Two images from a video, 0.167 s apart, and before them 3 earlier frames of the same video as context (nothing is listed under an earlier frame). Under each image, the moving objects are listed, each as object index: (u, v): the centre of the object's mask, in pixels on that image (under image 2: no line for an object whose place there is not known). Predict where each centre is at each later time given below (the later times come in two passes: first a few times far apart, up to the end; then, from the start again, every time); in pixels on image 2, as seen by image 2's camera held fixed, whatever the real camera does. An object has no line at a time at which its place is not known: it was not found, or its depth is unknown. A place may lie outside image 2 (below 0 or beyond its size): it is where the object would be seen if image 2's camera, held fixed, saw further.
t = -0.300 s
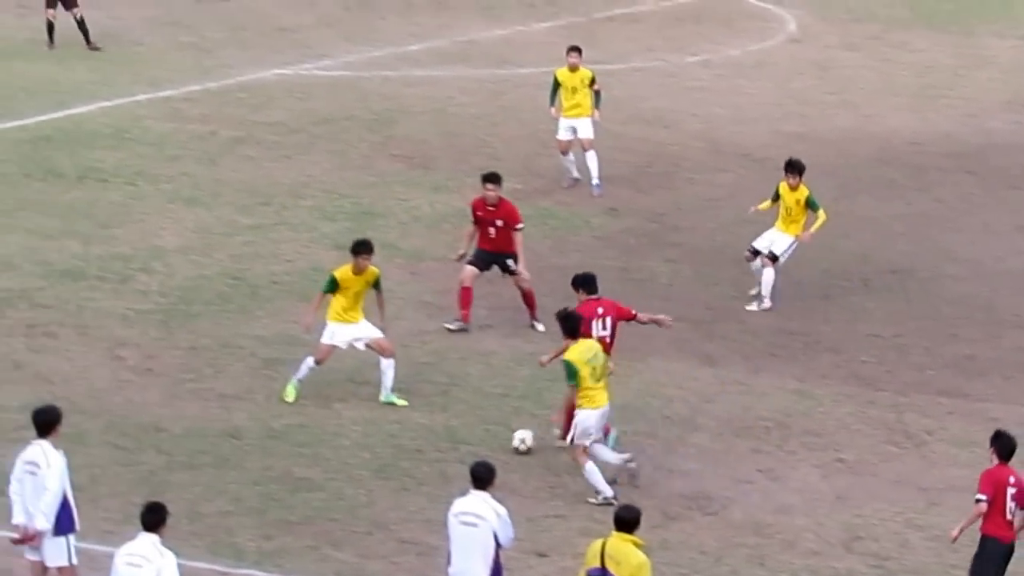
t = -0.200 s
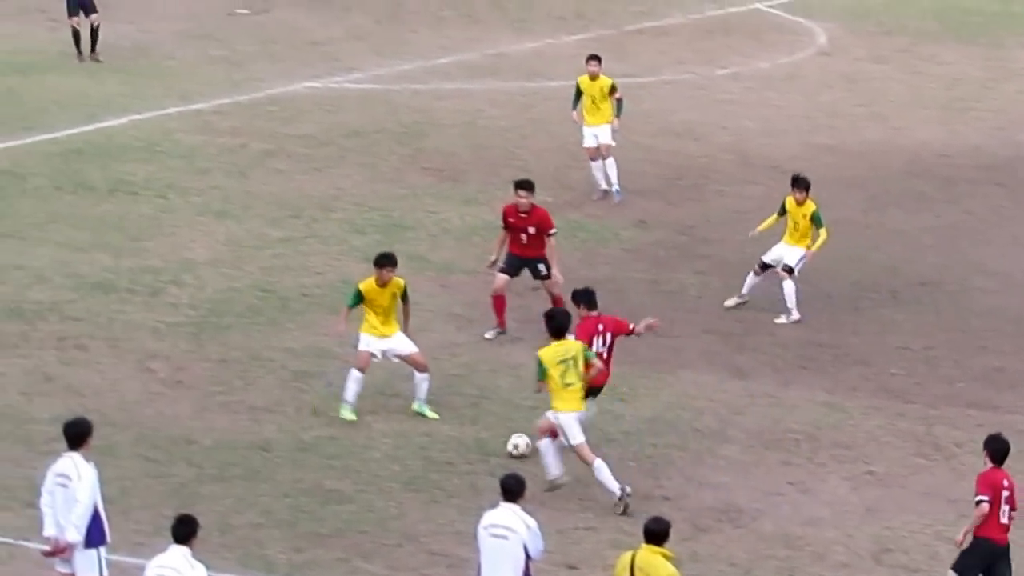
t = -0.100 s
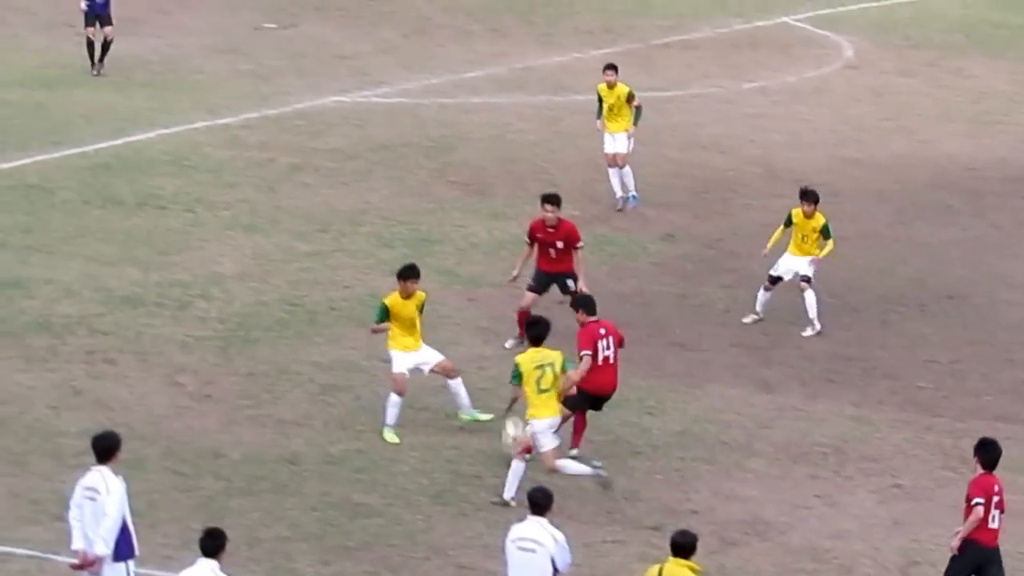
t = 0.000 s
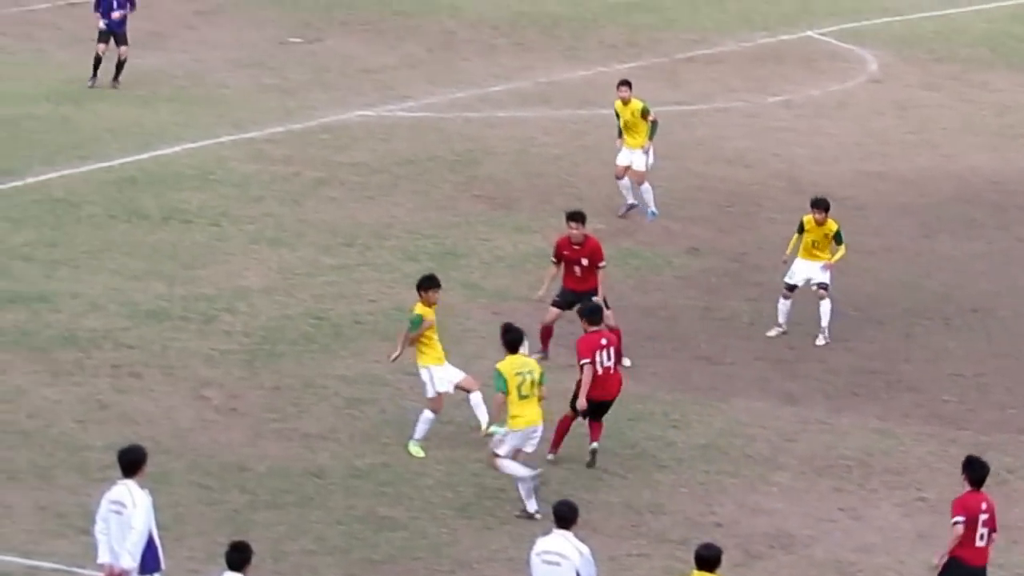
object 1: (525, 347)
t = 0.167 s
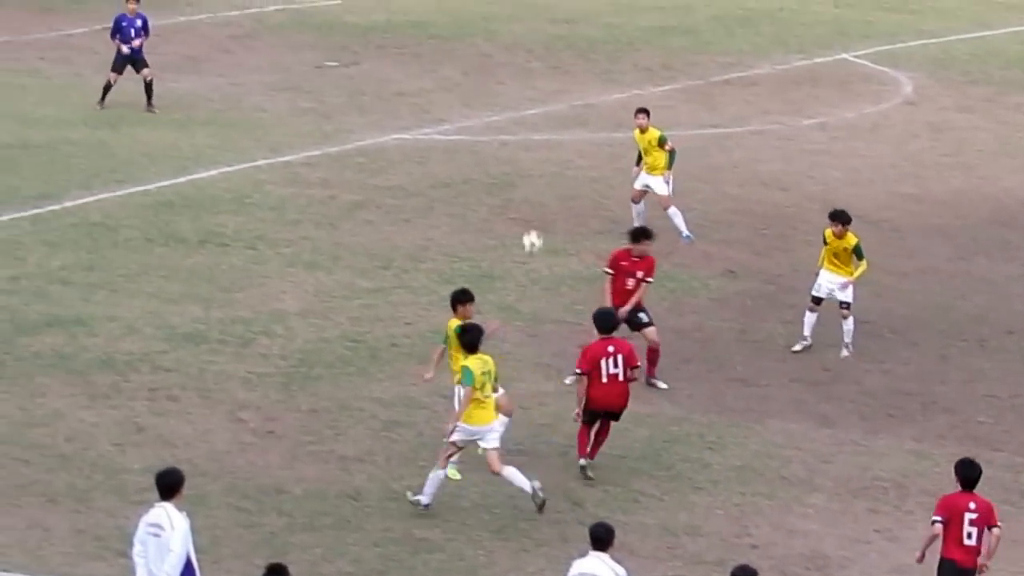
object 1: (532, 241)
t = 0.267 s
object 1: (524, 182)
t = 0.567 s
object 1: (521, 60)
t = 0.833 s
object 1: (535, 13)
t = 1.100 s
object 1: (559, 11)
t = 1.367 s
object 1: (588, 45)
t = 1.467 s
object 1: (602, 66)
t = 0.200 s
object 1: (529, 220)
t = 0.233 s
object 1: (526, 201)
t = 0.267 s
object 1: (524, 182)
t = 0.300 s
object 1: (522, 164)
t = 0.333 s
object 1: (521, 148)
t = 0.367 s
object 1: (521, 133)
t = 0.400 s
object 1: (520, 118)
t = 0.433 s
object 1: (520, 104)
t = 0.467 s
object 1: (520, 92)
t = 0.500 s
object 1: (520, 81)
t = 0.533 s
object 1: (520, 70)
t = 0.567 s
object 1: (521, 60)
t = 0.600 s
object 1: (522, 51)
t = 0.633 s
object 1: (523, 44)
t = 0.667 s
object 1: (525, 36)
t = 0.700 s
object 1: (527, 30)
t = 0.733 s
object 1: (529, 25)
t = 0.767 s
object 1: (531, 20)
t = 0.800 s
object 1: (533, 16)
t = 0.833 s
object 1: (535, 13)
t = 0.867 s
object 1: (538, 10)
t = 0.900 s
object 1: (541, 9)
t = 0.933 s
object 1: (543, 8)
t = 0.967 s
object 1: (546, 7)
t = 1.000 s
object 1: (550, 7)
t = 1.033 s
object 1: (553, 8)
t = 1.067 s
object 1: (556, 10)
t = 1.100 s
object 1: (559, 11)
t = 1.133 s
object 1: (562, 14)
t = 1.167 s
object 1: (566, 17)
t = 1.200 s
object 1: (569, 20)
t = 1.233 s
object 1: (572, 24)
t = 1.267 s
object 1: (577, 28)
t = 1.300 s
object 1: (581, 33)
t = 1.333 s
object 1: (585, 39)
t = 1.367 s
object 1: (588, 45)
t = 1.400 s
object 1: (593, 52)
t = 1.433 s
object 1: (598, 59)
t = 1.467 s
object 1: (602, 66)
